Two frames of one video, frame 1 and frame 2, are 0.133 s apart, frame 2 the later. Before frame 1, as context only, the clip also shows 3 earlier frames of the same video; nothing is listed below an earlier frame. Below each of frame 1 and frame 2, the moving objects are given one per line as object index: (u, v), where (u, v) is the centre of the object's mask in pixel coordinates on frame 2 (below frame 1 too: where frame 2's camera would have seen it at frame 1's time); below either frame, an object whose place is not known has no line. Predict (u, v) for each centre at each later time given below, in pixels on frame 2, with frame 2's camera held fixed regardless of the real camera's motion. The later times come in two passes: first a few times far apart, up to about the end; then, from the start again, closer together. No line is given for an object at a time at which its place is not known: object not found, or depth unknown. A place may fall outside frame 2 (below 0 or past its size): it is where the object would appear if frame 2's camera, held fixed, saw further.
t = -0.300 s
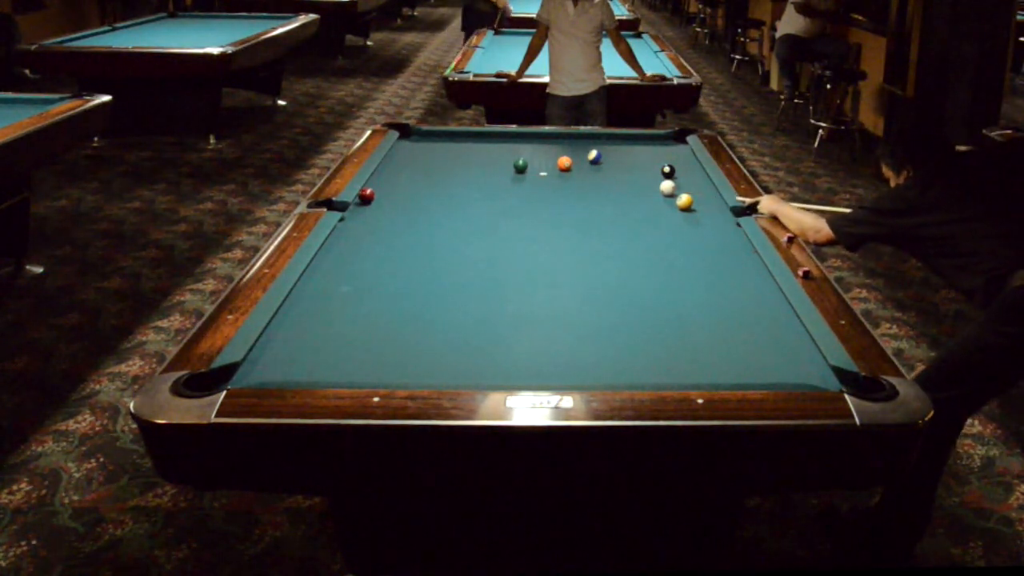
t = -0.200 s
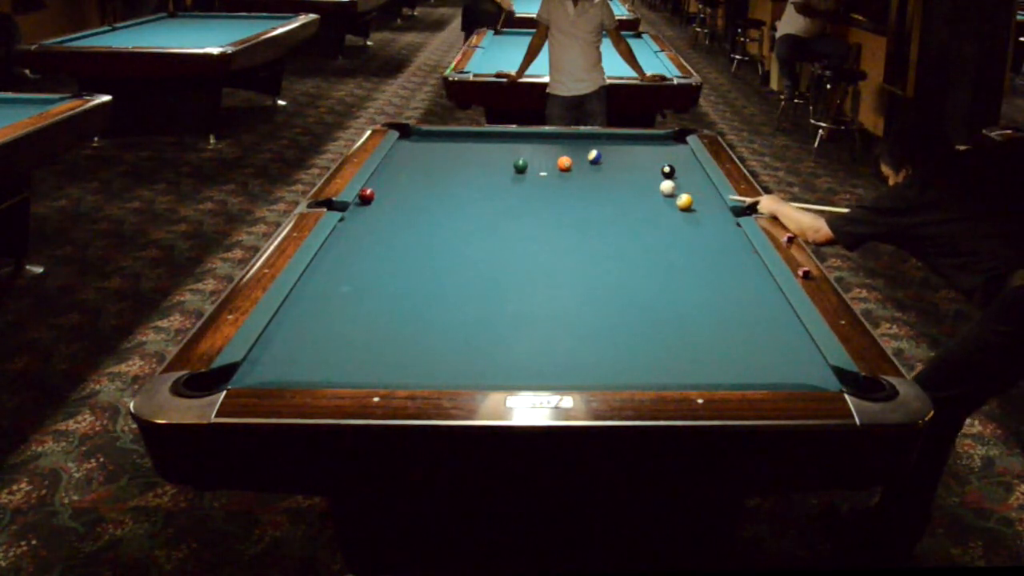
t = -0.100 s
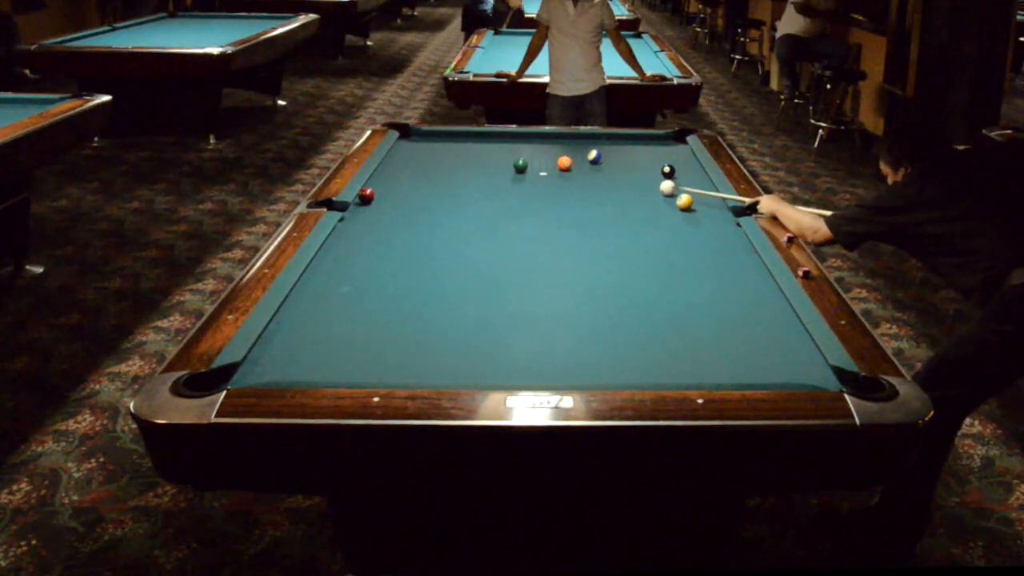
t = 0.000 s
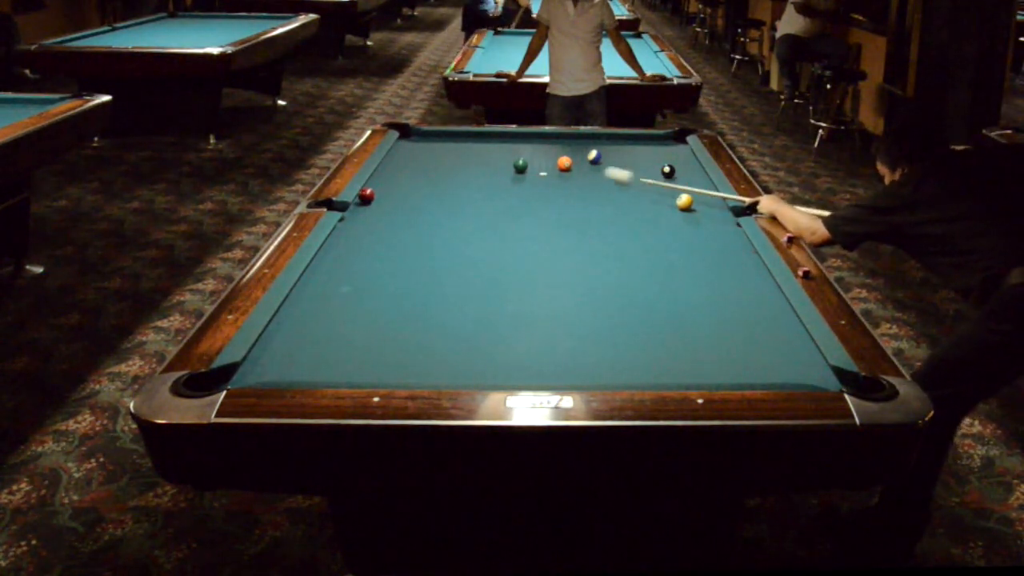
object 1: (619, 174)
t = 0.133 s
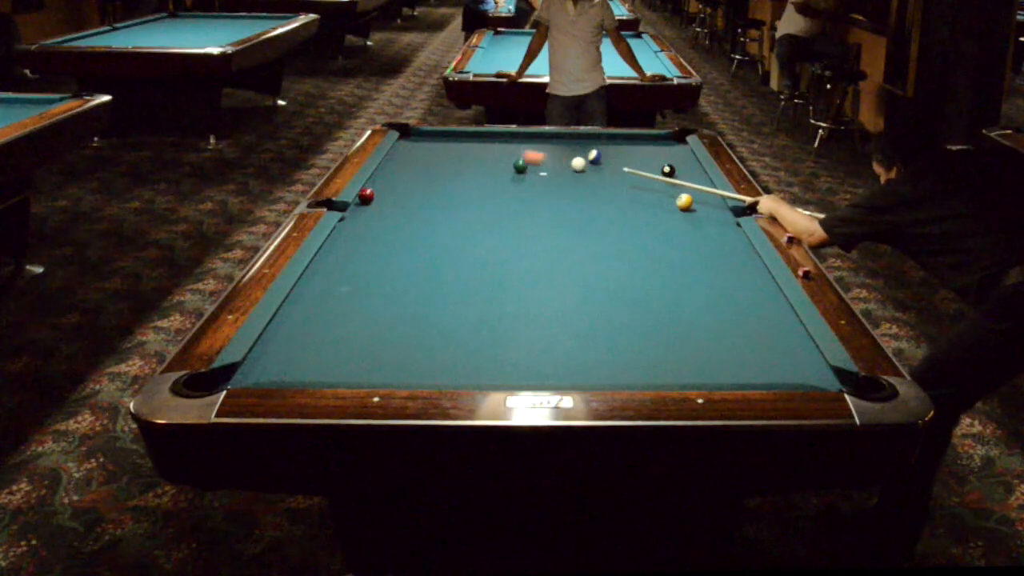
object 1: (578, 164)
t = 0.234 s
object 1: (577, 161)
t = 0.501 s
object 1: (555, 150)
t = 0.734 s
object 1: (537, 141)
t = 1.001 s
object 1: (517, 134)
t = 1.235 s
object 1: (495, 138)
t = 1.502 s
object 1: (470, 143)
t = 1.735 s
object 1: (448, 148)
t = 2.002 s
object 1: (423, 152)
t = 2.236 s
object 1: (400, 157)
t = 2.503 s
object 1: (394, 161)
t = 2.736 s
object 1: (403, 164)
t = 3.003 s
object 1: (413, 168)
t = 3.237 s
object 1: (421, 171)
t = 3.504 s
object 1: (430, 174)
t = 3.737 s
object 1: (437, 176)
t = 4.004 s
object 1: (444, 178)
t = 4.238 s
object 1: (448, 178)
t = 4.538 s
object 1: (459, 180)
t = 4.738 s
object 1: (458, 183)
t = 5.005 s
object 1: (461, 184)
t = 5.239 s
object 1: (464, 185)
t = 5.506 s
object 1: (465, 185)
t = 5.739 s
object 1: (465, 185)
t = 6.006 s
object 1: (465, 185)
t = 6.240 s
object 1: (465, 185)
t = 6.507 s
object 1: (465, 185)
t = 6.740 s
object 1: (465, 185)
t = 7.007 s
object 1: (465, 185)
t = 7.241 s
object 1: (465, 185)
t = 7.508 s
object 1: (465, 185)
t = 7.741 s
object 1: (465, 185)
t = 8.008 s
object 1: (465, 185)
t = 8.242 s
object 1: (465, 185)
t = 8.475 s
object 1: (465, 185)
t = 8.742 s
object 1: (465, 185)
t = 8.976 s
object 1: (465, 185)
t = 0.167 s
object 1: (578, 163)
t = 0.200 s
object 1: (578, 162)
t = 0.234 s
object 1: (577, 161)
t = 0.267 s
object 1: (575, 159)
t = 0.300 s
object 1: (572, 158)
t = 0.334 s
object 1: (569, 157)
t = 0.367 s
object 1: (566, 155)
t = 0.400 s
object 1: (563, 154)
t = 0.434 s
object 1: (561, 152)
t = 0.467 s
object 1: (558, 151)
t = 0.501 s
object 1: (555, 150)
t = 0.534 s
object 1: (552, 148)
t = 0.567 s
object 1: (550, 147)
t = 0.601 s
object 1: (547, 146)
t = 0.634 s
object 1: (545, 145)
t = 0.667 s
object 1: (542, 143)
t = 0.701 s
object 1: (539, 142)
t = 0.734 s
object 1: (537, 141)
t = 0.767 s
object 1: (534, 140)
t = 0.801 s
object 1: (532, 139)
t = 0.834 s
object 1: (530, 138)
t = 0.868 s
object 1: (527, 136)
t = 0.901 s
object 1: (525, 135)
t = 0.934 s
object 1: (522, 134)
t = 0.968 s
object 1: (520, 134)
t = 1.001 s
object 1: (517, 134)
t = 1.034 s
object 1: (514, 135)
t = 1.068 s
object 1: (511, 136)
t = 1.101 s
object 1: (507, 136)
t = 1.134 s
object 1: (504, 137)
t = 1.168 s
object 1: (501, 137)
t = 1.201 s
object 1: (498, 138)
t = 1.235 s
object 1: (495, 138)
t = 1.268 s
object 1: (492, 139)
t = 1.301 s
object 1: (489, 140)
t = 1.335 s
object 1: (486, 140)
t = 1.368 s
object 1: (482, 141)
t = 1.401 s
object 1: (479, 141)
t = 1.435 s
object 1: (476, 142)
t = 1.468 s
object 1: (473, 142)
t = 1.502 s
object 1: (470, 143)
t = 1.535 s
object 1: (467, 144)
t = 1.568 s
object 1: (463, 144)
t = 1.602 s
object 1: (461, 145)
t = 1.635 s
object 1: (457, 146)
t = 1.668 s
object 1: (454, 146)
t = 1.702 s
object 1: (451, 147)
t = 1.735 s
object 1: (448, 148)
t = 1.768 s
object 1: (444, 148)
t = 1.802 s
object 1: (442, 149)
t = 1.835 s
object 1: (438, 149)
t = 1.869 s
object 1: (435, 150)
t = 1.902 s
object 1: (432, 151)
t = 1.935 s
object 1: (429, 151)
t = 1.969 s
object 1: (426, 152)
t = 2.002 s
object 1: (423, 152)
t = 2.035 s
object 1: (419, 153)
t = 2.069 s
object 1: (416, 154)
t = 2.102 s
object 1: (413, 154)
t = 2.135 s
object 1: (410, 155)
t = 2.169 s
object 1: (407, 155)
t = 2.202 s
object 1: (404, 156)
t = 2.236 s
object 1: (400, 157)
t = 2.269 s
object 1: (398, 157)
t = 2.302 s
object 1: (394, 158)
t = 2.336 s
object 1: (392, 158)
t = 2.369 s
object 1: (389, 159)
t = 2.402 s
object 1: (391, 159)
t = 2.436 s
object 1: (392, 160)
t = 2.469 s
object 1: (393, 160)
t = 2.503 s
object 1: (394, 161)
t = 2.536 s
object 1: (396, 162)
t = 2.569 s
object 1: (397, 162)
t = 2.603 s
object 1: (398, 162)
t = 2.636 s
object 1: (399, 163)
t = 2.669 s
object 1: (401, 163)
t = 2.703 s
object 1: (402, 164)
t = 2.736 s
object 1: (403, 164)
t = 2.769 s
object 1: (405, 165)
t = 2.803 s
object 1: (406, 165)
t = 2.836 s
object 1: (407, 166)
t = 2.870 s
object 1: (408, 166)
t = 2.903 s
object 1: (410, 167)
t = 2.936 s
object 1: (411, 167)
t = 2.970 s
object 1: (412, 167)
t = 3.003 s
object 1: (413, 168)
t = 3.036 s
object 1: (414, 168)
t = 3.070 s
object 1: (416, 169)
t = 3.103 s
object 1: (417, 169)
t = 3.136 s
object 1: (418, 169)
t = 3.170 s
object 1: (419, 170)
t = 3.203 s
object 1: (420, 170)
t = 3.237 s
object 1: (421, 171)
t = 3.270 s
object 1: (422, 171)
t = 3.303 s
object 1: (424, 172)
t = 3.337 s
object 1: (425, 172)
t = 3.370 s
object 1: (426, 172)
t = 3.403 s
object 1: (427, 173)
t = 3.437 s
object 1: (428, 173)
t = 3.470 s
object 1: (429, 173)
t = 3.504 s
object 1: (430, 174)
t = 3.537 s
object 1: (431, 174)
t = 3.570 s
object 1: (432, 175)
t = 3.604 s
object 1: (433, 175)
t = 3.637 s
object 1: (434, 175)
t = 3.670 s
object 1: (435, 176)
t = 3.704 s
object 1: (436, 176)
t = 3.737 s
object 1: (437, 176)
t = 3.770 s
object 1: (438, 176)
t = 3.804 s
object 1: (439, 177)
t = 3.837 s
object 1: (440, 177)
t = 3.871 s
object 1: (440, 177)
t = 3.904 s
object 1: (441, 177)
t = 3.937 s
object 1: (443, 177)
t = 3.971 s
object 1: (443, 178)
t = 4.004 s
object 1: (444, 178)
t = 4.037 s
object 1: (445, 178)
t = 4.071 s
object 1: (445, 179)
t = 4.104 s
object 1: (446, 179)
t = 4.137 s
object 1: (447, 179)
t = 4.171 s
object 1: (448, 180)
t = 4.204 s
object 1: (448, 180)
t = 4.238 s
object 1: (448, 178)
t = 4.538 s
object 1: (459, 180)
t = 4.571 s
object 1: (456, 182)
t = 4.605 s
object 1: (456, 182)
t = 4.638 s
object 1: (456, 182)
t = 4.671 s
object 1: (457, 183)
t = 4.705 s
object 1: (458, 183)
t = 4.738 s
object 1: (458, 183)
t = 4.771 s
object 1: (458, 183)
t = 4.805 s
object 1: (459, 183)
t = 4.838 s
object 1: (459, 183)
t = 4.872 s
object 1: (460, 183)
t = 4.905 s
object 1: (460, 184)
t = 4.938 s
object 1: (461, 184)
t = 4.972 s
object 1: (461, 184)
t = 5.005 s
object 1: (461, 184)
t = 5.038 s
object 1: (462, 184)
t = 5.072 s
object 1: (462, 184)
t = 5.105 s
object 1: (462, 184)
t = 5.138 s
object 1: (463, 184)
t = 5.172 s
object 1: (463, 184)
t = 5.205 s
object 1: (463, 185)
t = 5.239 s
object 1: (464, 185)
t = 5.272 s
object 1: (464, 185)
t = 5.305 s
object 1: (464, 185)
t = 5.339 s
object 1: (464, 185)
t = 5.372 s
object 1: (464, 185)
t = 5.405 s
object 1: (464, 185)
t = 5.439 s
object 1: (465, 185)
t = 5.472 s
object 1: (465, 185)
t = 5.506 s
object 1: (465, 185)
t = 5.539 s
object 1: (465, 185)
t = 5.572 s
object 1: (465, 185)
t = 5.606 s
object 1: (465, 185)
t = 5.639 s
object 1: (465, 185)
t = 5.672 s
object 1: (465, 185)
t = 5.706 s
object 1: (465, 185)
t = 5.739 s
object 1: (465, 185)
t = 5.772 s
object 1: (465, 185)
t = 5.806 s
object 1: (465, 185)
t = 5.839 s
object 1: (465, 185)
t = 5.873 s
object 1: (465, 185)
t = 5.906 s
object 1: (465, 185)
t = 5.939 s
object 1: (465, 185)
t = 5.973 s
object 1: (465, 185)
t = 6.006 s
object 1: (465, 185)
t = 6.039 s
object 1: (465, 185)
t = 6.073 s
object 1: (465, 185)
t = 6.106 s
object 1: (465, 185)
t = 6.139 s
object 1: (465, 185)
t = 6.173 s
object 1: (465, 185)
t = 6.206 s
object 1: (465, 185)
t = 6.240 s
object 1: (465, 185)
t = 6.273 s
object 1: (465, 185)
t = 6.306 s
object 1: (465, 185)
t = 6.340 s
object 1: (465, 185)
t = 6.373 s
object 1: (465, 185)
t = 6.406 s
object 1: (465, 185)
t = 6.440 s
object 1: (465, 185)
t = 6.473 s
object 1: (465, 185)
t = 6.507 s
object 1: (465, 185)
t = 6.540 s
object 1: (465, 185)
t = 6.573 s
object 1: (465, 185)
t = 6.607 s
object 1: (465, 185)
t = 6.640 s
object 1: (465, 185)
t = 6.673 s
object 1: (465, 185)
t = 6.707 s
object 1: (465, 185)
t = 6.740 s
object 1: (465, 185)
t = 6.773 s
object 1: (465, 185)
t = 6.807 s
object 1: (465, 185)
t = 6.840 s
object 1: (465, 185)
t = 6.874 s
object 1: (465, 185)
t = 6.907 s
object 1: (465, 185)
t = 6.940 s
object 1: (465, 185)
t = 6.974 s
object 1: (465, 185)
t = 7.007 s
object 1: (465, 185)
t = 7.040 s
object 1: (465, 185)
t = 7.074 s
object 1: (465, 185)
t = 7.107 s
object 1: (465, 185)
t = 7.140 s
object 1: (465, 185)
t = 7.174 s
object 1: (465, 185)
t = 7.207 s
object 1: (465, 185)
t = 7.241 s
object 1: (465, 185)
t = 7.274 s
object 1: (465, 185)
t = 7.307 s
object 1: (465, 185)
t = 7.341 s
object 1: (465, 185)
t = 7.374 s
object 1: (465, 185)
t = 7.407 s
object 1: (465, 185)
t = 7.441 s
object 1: (465, 185)
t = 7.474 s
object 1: (465, 185)
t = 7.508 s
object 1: (465, 185)
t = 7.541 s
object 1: (465, 185)
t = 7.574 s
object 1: (465, 185)
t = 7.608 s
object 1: (465, 185)
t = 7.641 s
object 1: (465, 185)
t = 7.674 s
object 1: (465, 185)
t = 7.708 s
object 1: (465, 185)
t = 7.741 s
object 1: (465, 185)
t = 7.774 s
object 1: (465, 185)
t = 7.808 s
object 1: (465, 185)
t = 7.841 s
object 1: (465, 185)
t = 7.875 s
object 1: (465, 185)
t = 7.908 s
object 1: (465, 185)
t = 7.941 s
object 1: (465, 185)
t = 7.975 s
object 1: (465, 185)
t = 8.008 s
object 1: (465, 185)
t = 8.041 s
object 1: (465, 185)
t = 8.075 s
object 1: (465, 185)
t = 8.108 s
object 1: (465, 185)
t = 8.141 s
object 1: (465, 185)
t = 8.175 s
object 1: (465, 185)
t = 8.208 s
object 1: (465, 185)
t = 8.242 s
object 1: (465, 185)
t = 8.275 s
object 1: (465, 185)
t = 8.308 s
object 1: (465, 185)
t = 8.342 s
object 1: (465, 185)
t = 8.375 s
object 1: (465, 185)
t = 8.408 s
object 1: (465, 185)
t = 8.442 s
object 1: (465, 185)
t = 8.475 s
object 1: (465, 185)
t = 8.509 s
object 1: (465, 185)
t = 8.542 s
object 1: (465, 185)
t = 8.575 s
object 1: (465, 185)
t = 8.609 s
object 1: (465, 185)
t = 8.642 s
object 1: (465, 185)
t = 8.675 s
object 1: (465, 185)
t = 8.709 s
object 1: (465, 185)
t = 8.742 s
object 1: (465, 185)
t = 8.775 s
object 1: (465, 185)
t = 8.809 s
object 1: (465, 185)
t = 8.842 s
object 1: (465, 185)
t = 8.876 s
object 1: (465, 185)
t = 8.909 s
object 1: (465, 185)
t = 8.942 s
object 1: (465, 185)
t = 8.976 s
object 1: (465, 185)
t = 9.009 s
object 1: (465, 185)
